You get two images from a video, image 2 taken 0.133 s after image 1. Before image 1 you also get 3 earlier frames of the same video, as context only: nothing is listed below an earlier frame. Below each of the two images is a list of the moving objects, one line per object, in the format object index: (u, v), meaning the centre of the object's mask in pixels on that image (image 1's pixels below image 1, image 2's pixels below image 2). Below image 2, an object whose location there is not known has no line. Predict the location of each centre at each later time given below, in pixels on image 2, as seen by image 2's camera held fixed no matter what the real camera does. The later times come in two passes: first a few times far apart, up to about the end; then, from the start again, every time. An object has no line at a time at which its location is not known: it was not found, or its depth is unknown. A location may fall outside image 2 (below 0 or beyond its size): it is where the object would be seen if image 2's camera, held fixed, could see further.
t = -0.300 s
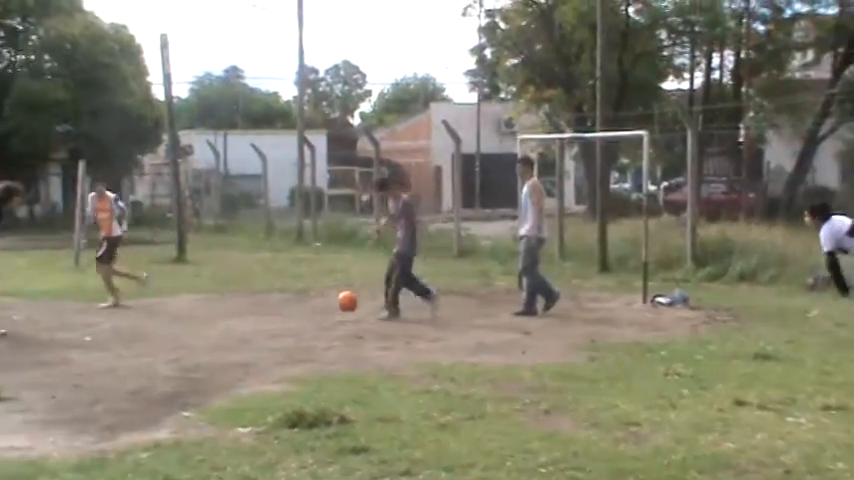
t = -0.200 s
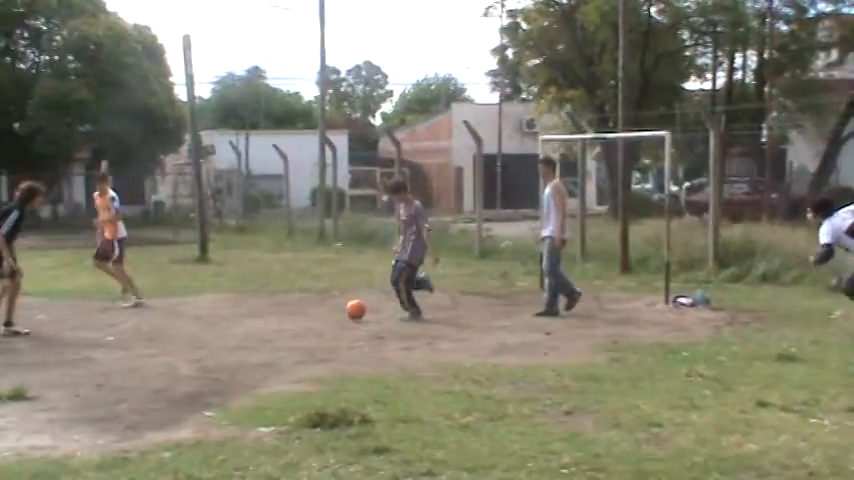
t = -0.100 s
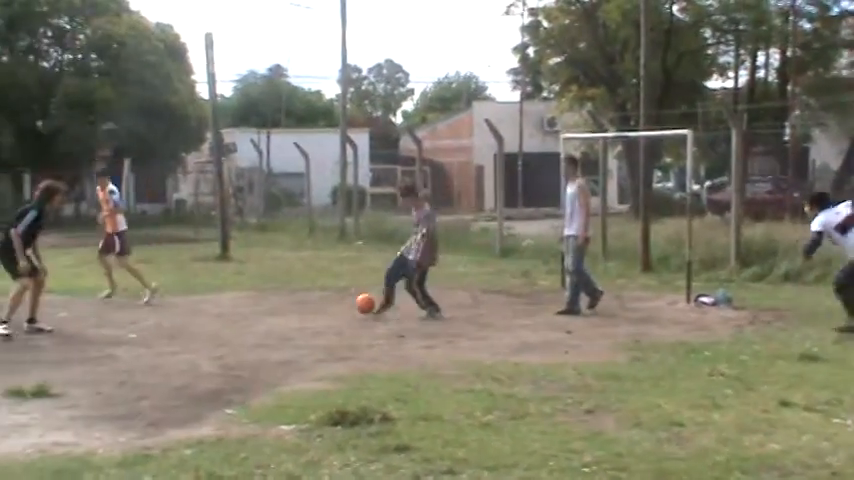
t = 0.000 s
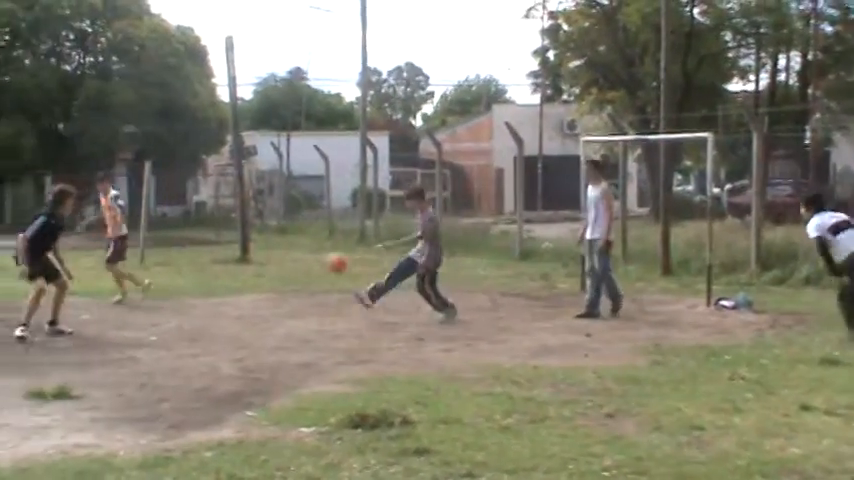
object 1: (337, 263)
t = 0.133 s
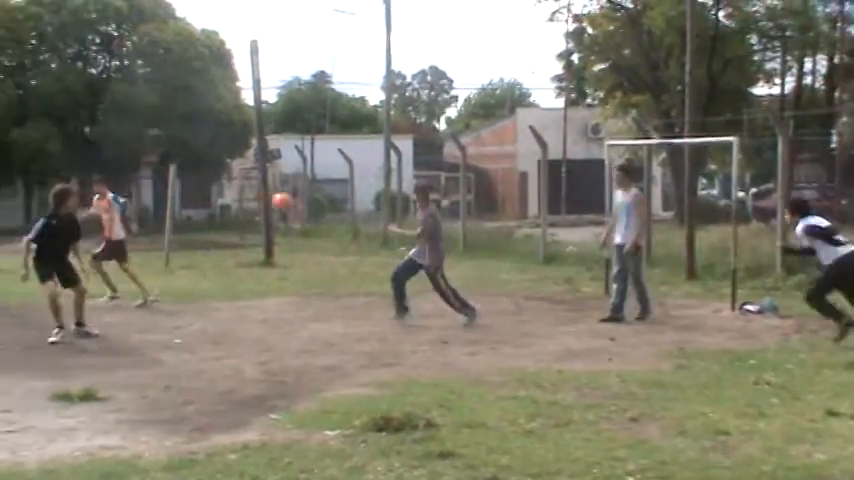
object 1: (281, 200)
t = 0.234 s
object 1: (223, 163)
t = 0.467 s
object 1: (67, 89)
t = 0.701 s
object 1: (-118, 60)
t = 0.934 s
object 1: (-344, 93)
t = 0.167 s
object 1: (263, 188)
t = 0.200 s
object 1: (243, 175)
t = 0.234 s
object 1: (223, 163)
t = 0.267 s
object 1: (202, 150)
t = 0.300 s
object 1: (180, 137)
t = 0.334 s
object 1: (158, 126)
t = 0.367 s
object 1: (136, 117)
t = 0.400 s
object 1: (114, 107)
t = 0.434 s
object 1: (92, 98)
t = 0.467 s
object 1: (67, 89)
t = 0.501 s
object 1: (43, 84)
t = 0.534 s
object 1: (17, 76)
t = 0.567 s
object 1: (-8, 71)
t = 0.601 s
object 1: (-35, 67)
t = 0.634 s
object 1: (-60, 64)
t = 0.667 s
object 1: (-89, 61)
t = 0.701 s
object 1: (-118, 60)
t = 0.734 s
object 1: (-147, 60)
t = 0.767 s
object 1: (-176, 63)
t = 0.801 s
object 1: (-208, 66)
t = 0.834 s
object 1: (-240, 70)
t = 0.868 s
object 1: (-274, 76)
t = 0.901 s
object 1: (-308, 83)
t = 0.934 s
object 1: (-344, 93)
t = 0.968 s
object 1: (-381, 105)
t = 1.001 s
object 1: (-421, 119)
